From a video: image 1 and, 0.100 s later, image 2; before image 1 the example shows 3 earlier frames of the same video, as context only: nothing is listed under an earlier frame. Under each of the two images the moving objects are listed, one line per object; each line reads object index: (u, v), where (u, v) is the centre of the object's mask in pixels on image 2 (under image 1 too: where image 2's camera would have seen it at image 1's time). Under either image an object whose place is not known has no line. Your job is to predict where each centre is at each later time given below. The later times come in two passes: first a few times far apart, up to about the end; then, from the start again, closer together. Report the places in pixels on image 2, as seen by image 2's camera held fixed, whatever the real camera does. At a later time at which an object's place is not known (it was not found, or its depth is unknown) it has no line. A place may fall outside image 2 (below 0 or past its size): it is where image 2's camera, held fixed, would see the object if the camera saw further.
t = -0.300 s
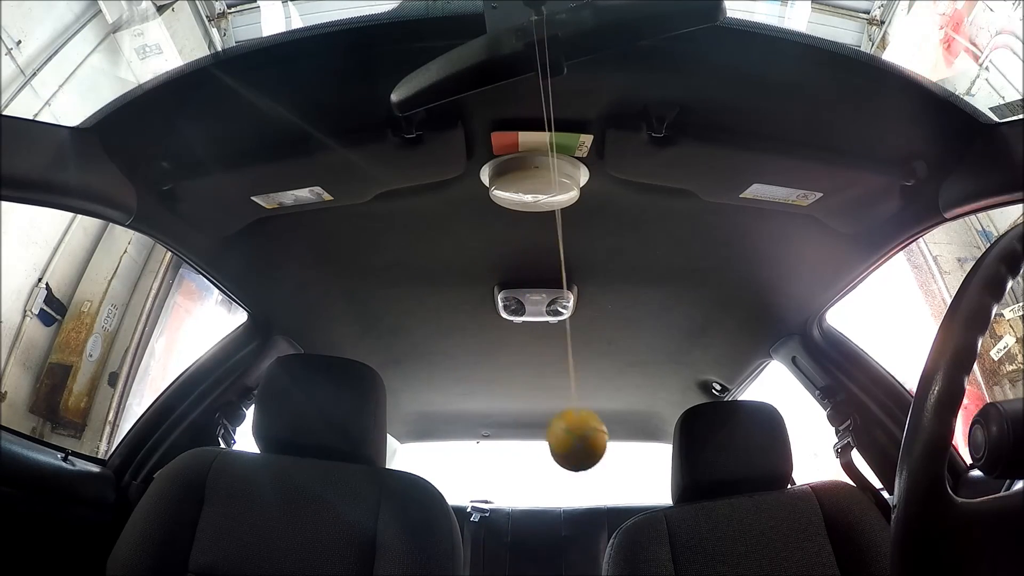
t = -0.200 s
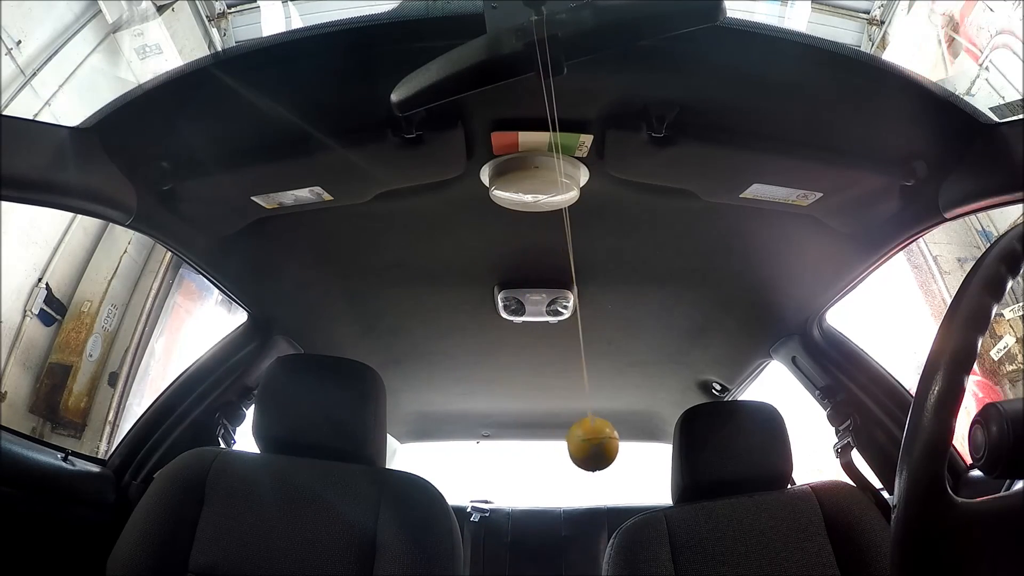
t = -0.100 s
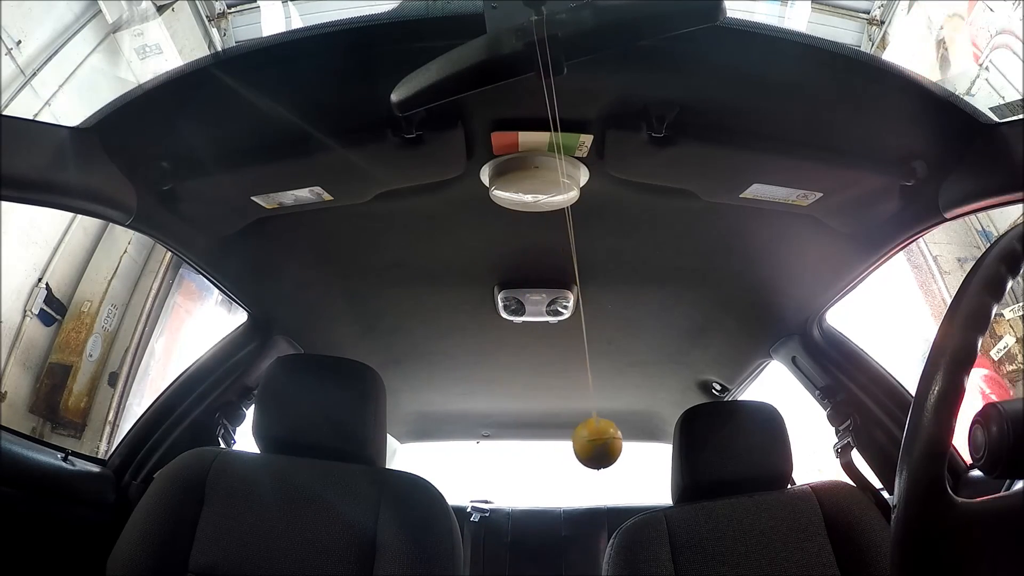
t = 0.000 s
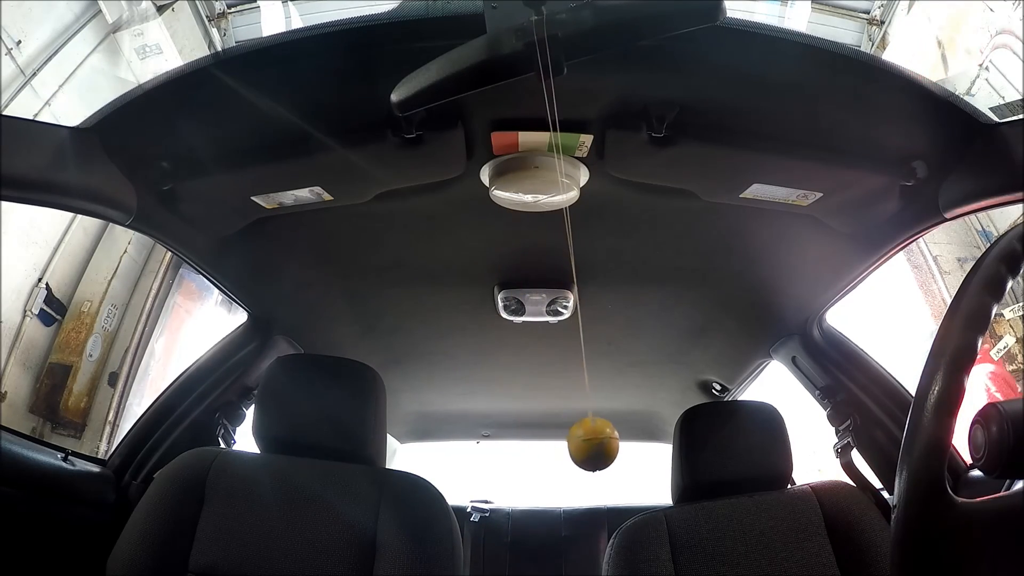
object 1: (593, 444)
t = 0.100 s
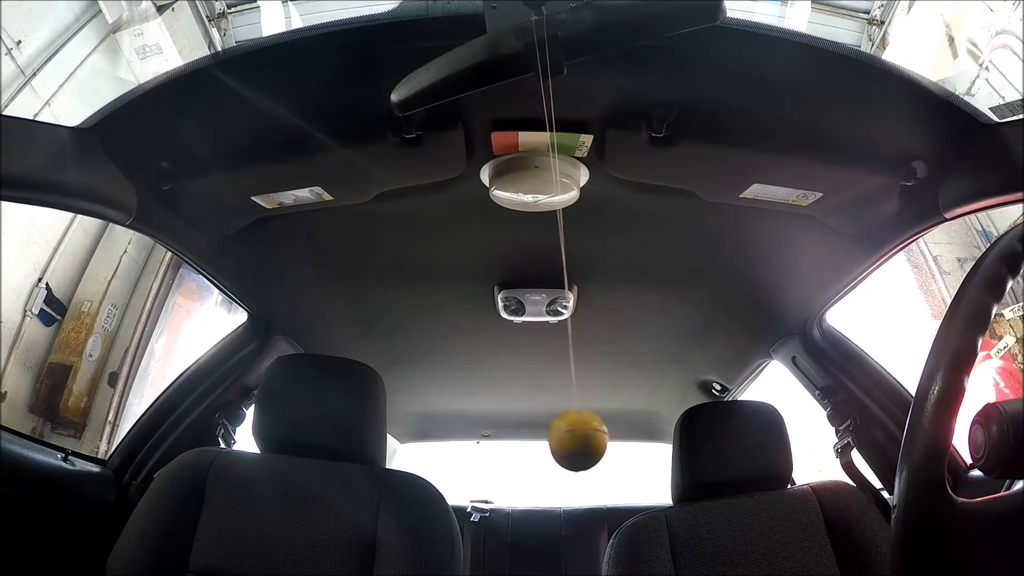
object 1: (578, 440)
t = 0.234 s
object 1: (536, 402)
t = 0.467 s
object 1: (481, 326)
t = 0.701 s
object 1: (560, 427)
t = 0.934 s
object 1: (597, 443)
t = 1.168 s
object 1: (576, 439)
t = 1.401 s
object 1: (496, 349)
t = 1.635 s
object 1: (511, 369)
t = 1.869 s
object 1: (585, 442)
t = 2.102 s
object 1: (595, 444)
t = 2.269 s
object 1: (567, 433)
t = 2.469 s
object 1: (495, 348)
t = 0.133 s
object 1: (569, 435)
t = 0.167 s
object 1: (560, 427)
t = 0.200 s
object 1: (548, 415)
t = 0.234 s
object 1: (536, 402)
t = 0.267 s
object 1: (522, 384)
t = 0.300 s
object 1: (509, 367)
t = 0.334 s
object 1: (497, 350)
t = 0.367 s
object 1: (487, 335)
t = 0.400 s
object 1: (481, 326)
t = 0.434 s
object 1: (479, 323)
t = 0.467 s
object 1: (481, 326)
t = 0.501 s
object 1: (487, 334)
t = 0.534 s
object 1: (496, 349)
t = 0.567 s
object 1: (508, 366)
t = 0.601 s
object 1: (522, 384)
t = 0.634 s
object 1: (536, 401)
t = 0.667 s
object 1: (549, 416)
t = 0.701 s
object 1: (560, 427)
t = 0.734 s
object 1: (570, 435)
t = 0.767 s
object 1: (578, 440)
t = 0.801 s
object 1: (585, 442)
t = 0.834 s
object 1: (590, 443)
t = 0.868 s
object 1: (593, 444)
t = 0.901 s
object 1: (596, 444)
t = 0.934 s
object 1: (597, 443)
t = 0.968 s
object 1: (597, 443)
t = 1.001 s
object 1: (597, 443)
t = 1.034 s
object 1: (595, 444)
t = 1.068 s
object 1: (592, 444)
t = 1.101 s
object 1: (589, 443)
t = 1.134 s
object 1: (583, 442)
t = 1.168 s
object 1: (576, 439)
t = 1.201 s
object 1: (568, 434)
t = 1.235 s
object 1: (558, 425)
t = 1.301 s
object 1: (534, 400)
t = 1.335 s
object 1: (521, 383)
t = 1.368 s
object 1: (508, 365)
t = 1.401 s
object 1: (496, 349)
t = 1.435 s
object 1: (487, 335)
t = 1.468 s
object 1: (482, 327)
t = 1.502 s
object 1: (480, 324)
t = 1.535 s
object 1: (483, 328)
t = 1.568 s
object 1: (489, 337)
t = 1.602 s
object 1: (498, 352)
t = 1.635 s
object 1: (511, 369)
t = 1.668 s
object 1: (524, 387)
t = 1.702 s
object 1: (538, 404)
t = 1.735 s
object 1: (550, 417)
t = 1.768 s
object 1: (562, 428)
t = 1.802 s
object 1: (571, 436)
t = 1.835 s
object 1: (579, 440)
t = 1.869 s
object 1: (585, 442)
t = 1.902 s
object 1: (590, 443)
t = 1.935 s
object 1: (594, 444)
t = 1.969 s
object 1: (596, 444)
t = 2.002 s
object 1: (597, 443)
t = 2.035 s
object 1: (597, 443)
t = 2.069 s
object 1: (596, 443)
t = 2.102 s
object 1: (595, 444)
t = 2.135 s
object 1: (592, 444)
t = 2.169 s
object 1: (588, 443)
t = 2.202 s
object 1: (582, 442)
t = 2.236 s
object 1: (575, 439)
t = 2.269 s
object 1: (567, 433)
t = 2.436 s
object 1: (506, 364)
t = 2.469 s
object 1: (495, 348)
